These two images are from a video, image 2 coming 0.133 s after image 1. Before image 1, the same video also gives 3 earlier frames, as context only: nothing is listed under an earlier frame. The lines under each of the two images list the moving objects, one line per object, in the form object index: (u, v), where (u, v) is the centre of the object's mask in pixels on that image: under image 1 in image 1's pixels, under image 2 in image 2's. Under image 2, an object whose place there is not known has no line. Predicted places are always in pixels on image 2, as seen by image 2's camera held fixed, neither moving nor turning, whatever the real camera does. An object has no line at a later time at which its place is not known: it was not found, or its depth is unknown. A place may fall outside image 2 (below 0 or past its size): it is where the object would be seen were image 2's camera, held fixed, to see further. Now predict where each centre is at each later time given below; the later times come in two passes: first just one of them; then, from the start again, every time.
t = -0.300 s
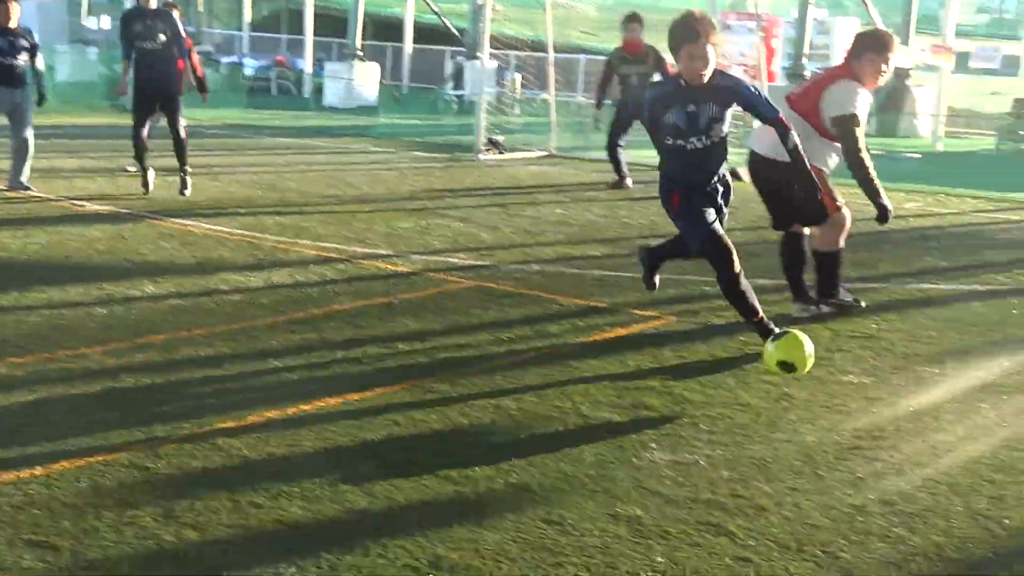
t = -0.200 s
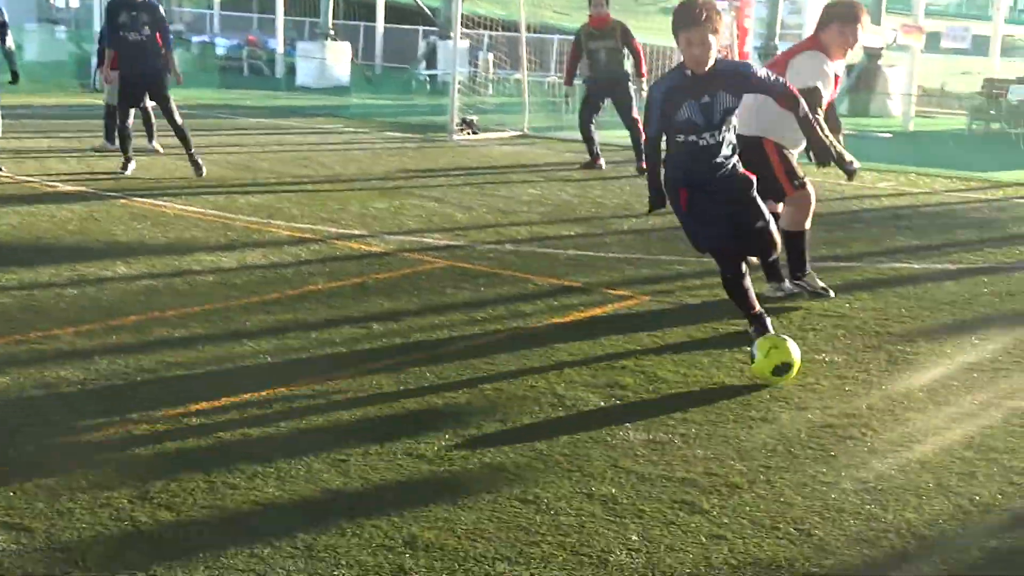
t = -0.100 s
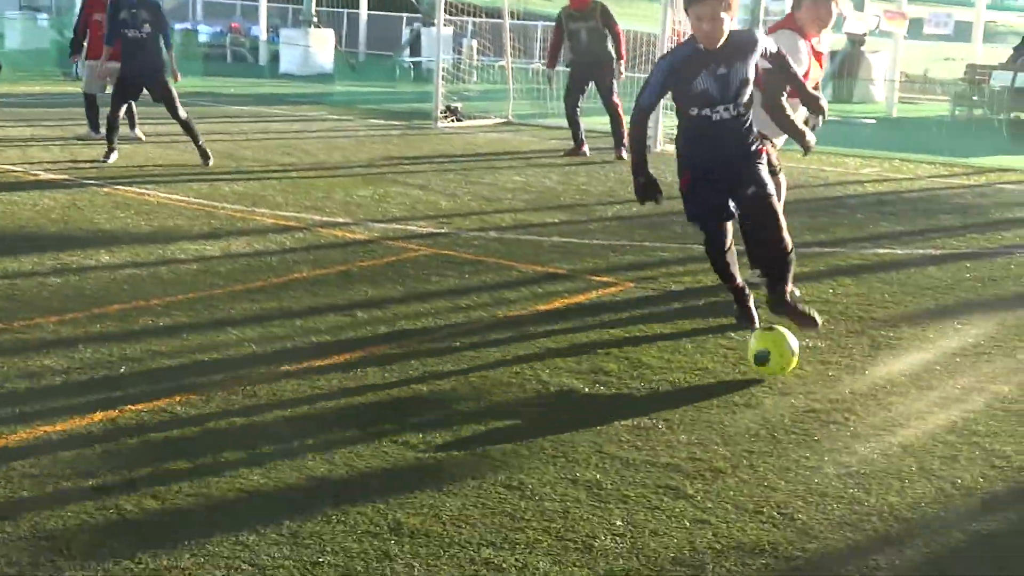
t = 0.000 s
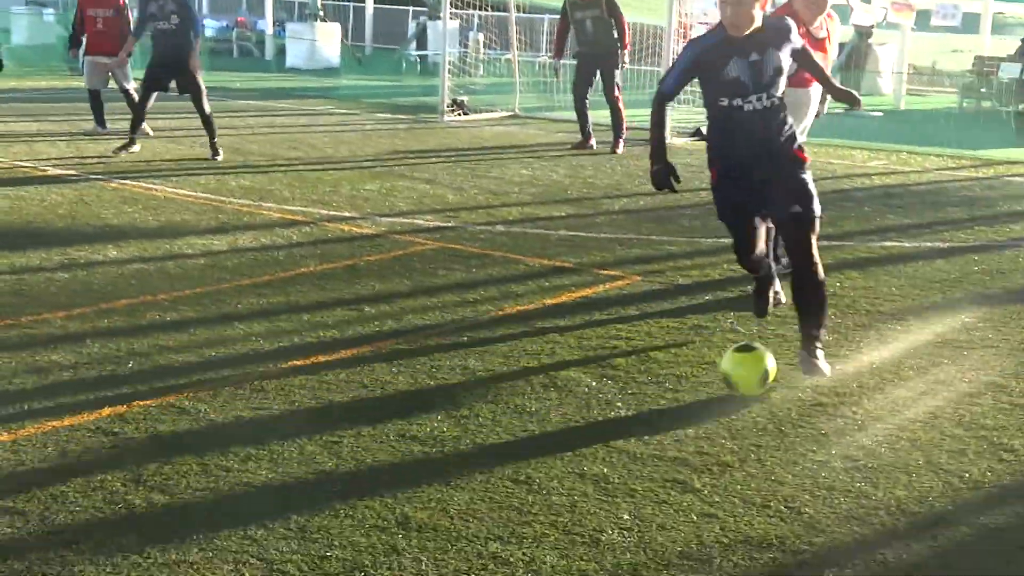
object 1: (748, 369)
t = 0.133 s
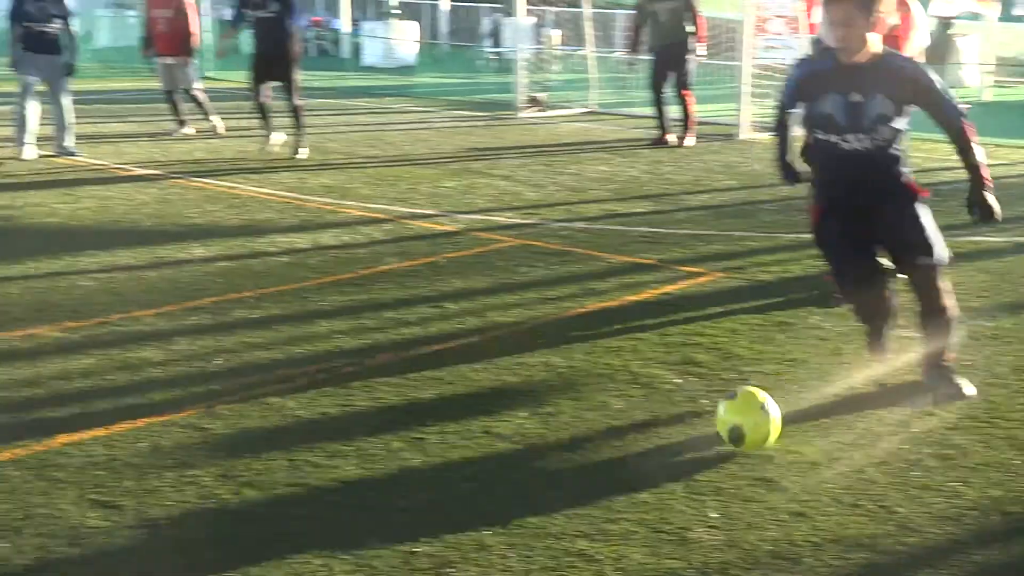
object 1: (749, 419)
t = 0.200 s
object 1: (705, 448)
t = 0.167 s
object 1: (725, 436)
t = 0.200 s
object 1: (705, 448)
